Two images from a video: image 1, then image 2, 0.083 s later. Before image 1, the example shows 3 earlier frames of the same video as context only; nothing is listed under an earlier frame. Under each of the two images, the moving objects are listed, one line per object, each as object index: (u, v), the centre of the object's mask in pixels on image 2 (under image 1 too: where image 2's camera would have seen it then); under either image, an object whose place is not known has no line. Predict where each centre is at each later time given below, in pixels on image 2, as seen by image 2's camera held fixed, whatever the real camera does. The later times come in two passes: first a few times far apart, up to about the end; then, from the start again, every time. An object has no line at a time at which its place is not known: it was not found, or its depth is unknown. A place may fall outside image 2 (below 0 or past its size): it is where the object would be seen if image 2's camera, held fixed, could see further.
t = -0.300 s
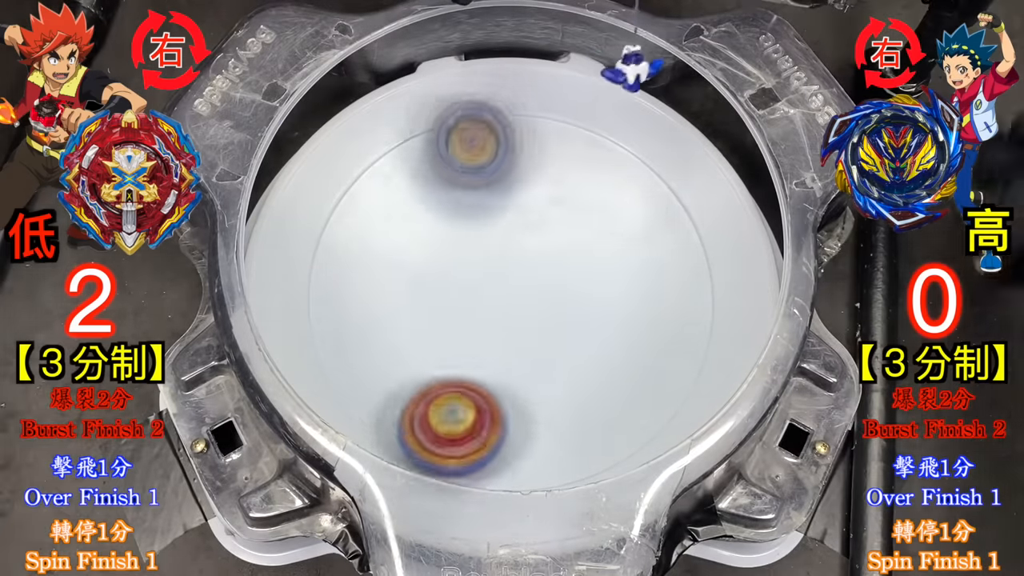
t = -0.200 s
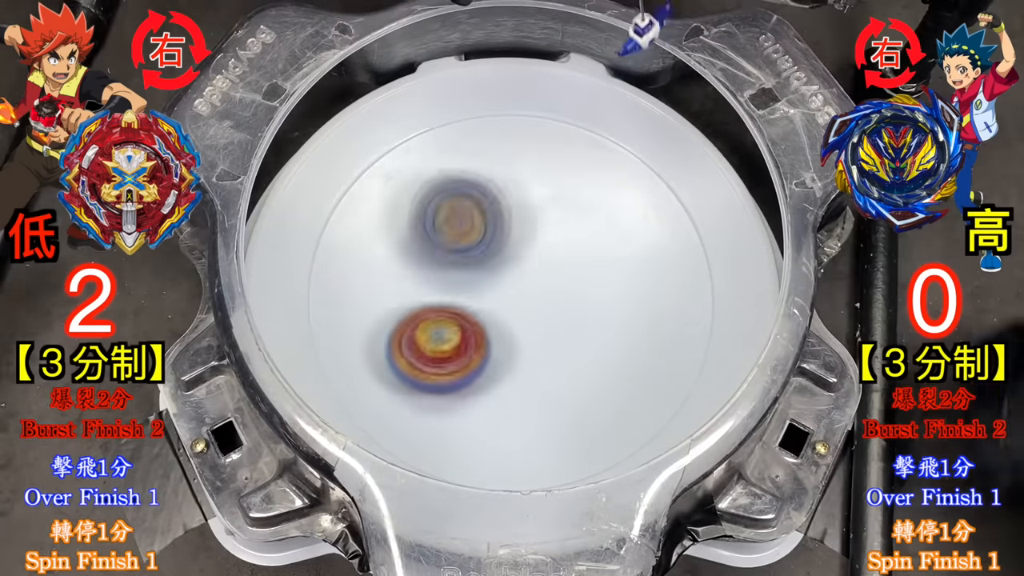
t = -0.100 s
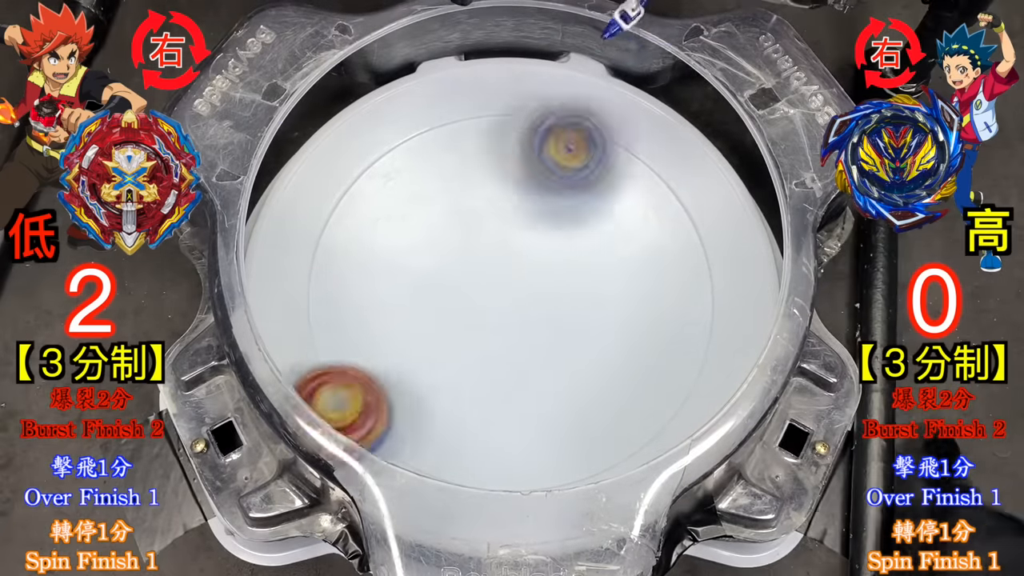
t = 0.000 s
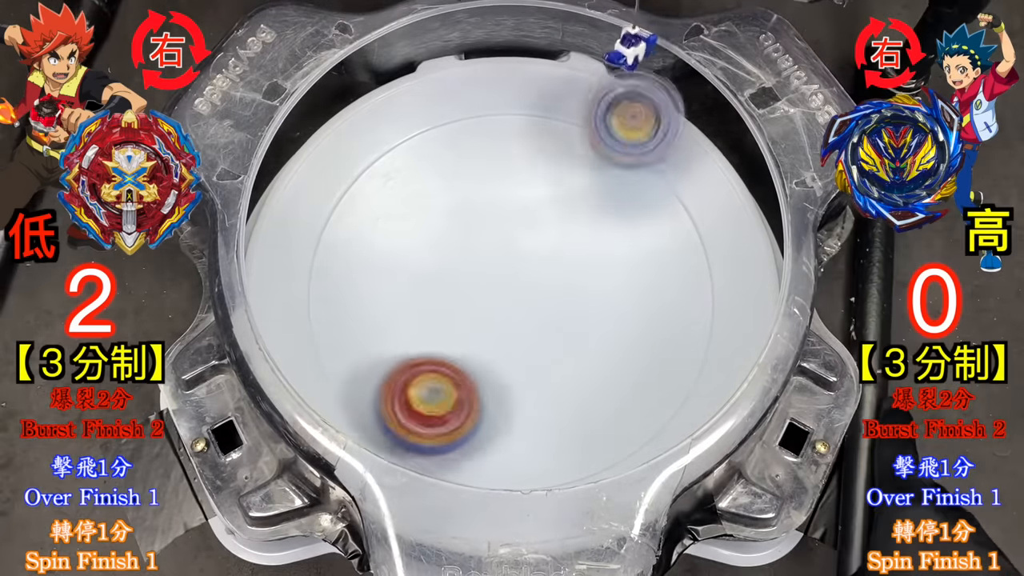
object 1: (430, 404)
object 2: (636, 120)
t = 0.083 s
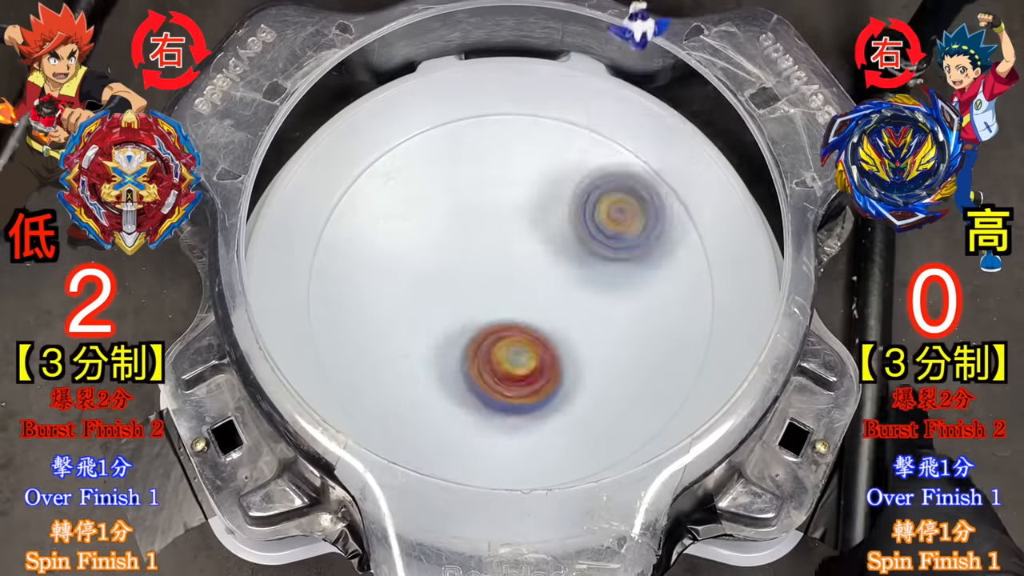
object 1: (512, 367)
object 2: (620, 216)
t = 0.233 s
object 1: (359, 404)
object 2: (699, 109)
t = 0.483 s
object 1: (488, 238)
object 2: (443, 176)
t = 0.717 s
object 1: (536, 243)
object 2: (631, 335)
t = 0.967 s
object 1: (477, 291)
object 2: (607, 458)
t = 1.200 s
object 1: (445, 288)
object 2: (546, 275)
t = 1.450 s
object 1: (627, 326)
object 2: (558, 183)
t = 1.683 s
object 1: (641, 266)
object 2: (559, 233)
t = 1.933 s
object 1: (621, 388)
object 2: (288, 283)
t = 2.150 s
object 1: (523, 333)
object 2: (468, 436)
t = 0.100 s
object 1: (526, 354)
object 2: (614, 231)
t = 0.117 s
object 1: (540, 342)
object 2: (607, 247)
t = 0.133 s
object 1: (536, 343)
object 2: (613, 252)
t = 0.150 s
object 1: (496, 367)
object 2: (657, 225)
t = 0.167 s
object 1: (454, 390)
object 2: (711, 177)
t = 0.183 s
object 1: (410, 418)
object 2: (730, 149)
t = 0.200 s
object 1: (382, 420)
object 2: (771, 122)
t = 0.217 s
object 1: (362, 415)
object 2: (740, 110)
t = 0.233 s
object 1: (359, 404)
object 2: (699, 109)
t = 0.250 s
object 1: (358, 392)
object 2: (647, 111)
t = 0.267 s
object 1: (360, 379)
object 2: (588, 125)
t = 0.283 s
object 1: (367, 363)
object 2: (532, 140)
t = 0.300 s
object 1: (374, 351)
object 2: (476, 154)
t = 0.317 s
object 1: (380, 340)
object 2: (421, 171)
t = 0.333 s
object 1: (386, 330)
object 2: (368, 192)
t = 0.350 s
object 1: (394, 323)
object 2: (313, 192)
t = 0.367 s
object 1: (402, 314)
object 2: (280, 204)
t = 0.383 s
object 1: (414, 299)
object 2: (283, 197)
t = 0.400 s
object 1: (426, 284)
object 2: (302, 187)
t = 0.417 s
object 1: (439, 272)
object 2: (327, 180)
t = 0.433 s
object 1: (450, 263)
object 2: (361, 177)
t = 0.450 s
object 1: (461, 255)
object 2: (389, 174)
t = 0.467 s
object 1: (474, 244)
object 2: (417, 174)
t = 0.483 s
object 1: (488, 238)
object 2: (443, 176)
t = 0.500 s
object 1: (492, 232)
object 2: (475, 162)
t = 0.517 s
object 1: (497, 226)
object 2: (514, 129)
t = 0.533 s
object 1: (502, 223)
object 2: (553, 97)
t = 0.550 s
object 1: (507, 222)
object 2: (588, 69)
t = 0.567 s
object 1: (512, 224)
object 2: (604, 86)
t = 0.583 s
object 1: (517, 228)
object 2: (613, 113)
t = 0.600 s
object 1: (521, 230)
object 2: (619, 148)
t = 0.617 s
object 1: (525, 230)
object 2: (627, 178)
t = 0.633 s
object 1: (528, 232)
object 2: (635, 213)
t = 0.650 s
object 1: (531, 235)
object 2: (639, 236)
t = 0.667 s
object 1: (533, 236)
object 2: (638, 259)
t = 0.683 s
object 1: (535, 237)
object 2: (637, 285)
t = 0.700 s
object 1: (536, 240)
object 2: (634, 313)
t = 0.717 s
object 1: (536, 243)
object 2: (631, 335)
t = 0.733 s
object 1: (536, 244)
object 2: (628, 357)
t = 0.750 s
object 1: (535, 248)
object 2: (624, 383)
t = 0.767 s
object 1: (534, 251)
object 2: (619, 403)
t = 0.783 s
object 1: (530, 252)
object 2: (612, 417)
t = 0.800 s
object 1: (527, 255)
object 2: (603, 430)
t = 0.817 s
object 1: (524, 260)
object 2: (592, 443)
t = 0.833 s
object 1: (521, 266)
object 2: (584, 451)
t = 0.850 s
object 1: (517, 272)
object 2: (576, 457)
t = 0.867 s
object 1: (512, 274)
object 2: (566, 463)
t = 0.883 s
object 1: (506, 276)
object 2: (558, 463)
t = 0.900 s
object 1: (501, 281)
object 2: (562, 488)
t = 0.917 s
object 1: (496, 286)
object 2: (577, 470)
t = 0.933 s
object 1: (490, 288)
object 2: (590, 463)
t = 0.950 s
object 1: (483, 289)
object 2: (596, 460)
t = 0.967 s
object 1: (477, 291)
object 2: (607, 458)
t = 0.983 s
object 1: (471, 296)
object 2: (611, 455)
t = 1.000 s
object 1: (464, 297)
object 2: (618, 450)
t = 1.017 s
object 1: (457, 297)
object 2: (621, 443)
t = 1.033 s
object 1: (450, 299)
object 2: (622, 434)
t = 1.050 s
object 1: (442, 303)
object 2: (623, 421)
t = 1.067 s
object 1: (440, 302)
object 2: (615, 403)
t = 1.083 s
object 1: (437, 301)
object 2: (608, 383)
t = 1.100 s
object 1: (437, 299)
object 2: (599, 365)
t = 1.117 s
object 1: (438, 298)
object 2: (590, 350)
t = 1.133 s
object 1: (440, 295)
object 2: (580, 336)
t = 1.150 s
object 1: (441, 293)
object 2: (572, 319)
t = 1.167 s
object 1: (442, 293)
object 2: (565, 303)
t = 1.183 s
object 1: (444, 290)
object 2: (554, 290)
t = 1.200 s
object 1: (445, 288)
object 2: (546, 275)
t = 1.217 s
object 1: (444, 288)
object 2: (545, 259)
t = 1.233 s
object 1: (442, 287)
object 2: (547, 246)
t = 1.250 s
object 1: (440, 286)
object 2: (549, 234)
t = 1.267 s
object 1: (452, 289)
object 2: (548, 225)
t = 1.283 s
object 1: (471, 296)
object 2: (550, 215)
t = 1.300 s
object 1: (490, 301)
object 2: (550, 204)
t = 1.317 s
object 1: (509, 306)
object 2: (549, 195)
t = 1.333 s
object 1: (526, 311)
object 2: (548, 193)
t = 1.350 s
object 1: (543, 314)
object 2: (551, 186)
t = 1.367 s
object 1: (559, 318)
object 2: (550, 186)
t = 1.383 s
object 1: (575, 322)
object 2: (552, 185)
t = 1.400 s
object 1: (589, 324)
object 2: (554, 182)
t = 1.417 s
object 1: (603, 327)
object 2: (554, 180)
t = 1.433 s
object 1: (615, 326)
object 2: (556, 181)
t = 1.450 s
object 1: (627, 326)
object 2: (558, 183)
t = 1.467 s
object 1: (638, 327)
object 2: (560, 186)
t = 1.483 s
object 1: (646, 325)
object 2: (560, 192)
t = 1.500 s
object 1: (653, 322)
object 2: (564, 191)
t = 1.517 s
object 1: (659, 321)
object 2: (567, 191)
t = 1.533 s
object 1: (665, 319)
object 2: (569, 193)
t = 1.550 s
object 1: (668, 315)
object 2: (573, 196)
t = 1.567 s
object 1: (670, 310)
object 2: (573, 202)
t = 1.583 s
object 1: (670, 305)
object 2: (574, 210)
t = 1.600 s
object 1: (668, 298)
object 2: (575, 219)
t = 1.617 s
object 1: (666, 292)
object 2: (575, 220)
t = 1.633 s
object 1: (662, 287)
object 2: (573, 223)
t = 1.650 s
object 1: (655, 278)
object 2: (571, 225)
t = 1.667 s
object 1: (648, 272)
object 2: (565, 227)
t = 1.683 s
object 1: (641, 266)
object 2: (559, 233)
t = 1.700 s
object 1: (639, 268)
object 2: (545, 221)
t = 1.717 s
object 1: (645, 281)
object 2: (516, 182)
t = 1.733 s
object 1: (651, 295)
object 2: (483, 139)
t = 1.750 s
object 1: (655, 307)
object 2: (446, 94)
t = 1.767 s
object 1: (656, 315)
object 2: (404, 62)
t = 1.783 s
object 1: (657, 324)
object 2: (387, 67)
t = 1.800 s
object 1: (657, 335)
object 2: (366, 87)
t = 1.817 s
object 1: (656, 349)
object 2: (349, 106)
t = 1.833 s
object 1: (654, 359)
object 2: (333, 132)
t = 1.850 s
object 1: (650, 363)
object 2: (317, 165)
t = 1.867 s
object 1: (646, 368)
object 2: (305, 200)
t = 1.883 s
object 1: (639, 375)
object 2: (291, 222)
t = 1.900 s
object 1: (633, 383)
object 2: (283, 244)
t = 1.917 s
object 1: (627, 387)
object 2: (284, 264)
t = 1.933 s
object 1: (621, 388)
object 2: (288, 283)
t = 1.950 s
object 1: (612, 390)
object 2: (294, 306)
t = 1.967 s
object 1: (603, 389)
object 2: (302, 332)
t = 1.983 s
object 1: (594, 390)
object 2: (315, 354)
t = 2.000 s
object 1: (584, 388)
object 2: (329, 376)
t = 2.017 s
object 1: (577, 383)
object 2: (345, 389)
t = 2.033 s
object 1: (568, 378)
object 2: (365, 400)
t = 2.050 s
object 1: (558, 375)
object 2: (383, 409)
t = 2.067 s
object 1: (548, 372)
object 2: (405, 417)
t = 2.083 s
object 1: (539, 367)
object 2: (425, 424)
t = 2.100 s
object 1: (531, 361)
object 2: (447, 432)
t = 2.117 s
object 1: (524, 353)
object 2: (465, 439)
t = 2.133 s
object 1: (523, 342)
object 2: (468, 438)
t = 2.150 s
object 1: (523, 333)
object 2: (468, 436)
